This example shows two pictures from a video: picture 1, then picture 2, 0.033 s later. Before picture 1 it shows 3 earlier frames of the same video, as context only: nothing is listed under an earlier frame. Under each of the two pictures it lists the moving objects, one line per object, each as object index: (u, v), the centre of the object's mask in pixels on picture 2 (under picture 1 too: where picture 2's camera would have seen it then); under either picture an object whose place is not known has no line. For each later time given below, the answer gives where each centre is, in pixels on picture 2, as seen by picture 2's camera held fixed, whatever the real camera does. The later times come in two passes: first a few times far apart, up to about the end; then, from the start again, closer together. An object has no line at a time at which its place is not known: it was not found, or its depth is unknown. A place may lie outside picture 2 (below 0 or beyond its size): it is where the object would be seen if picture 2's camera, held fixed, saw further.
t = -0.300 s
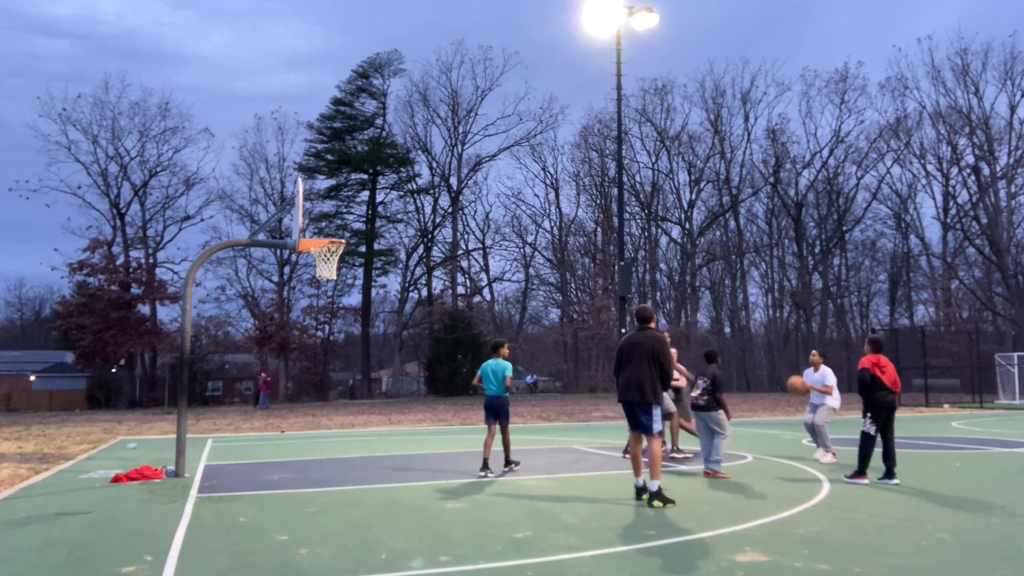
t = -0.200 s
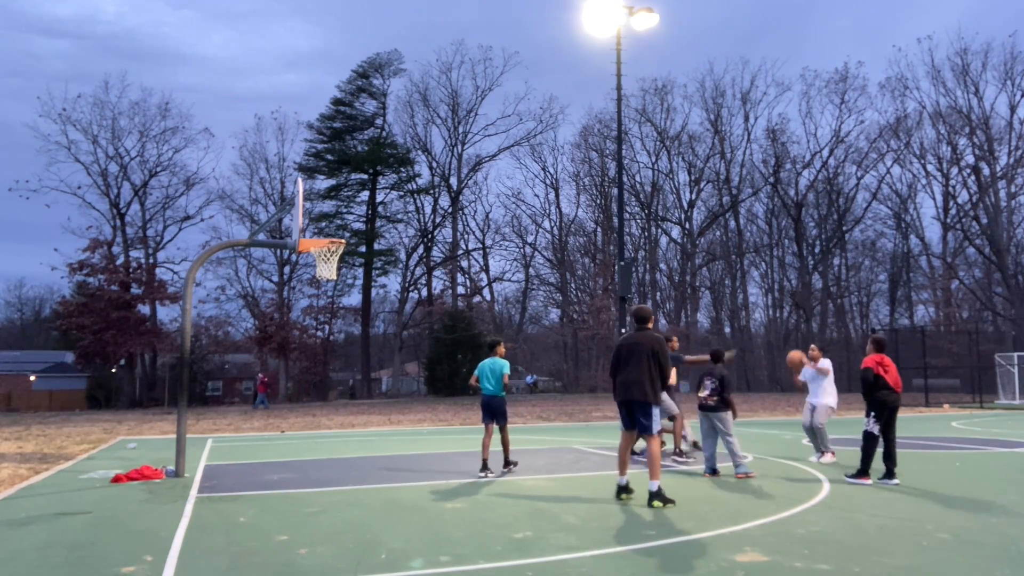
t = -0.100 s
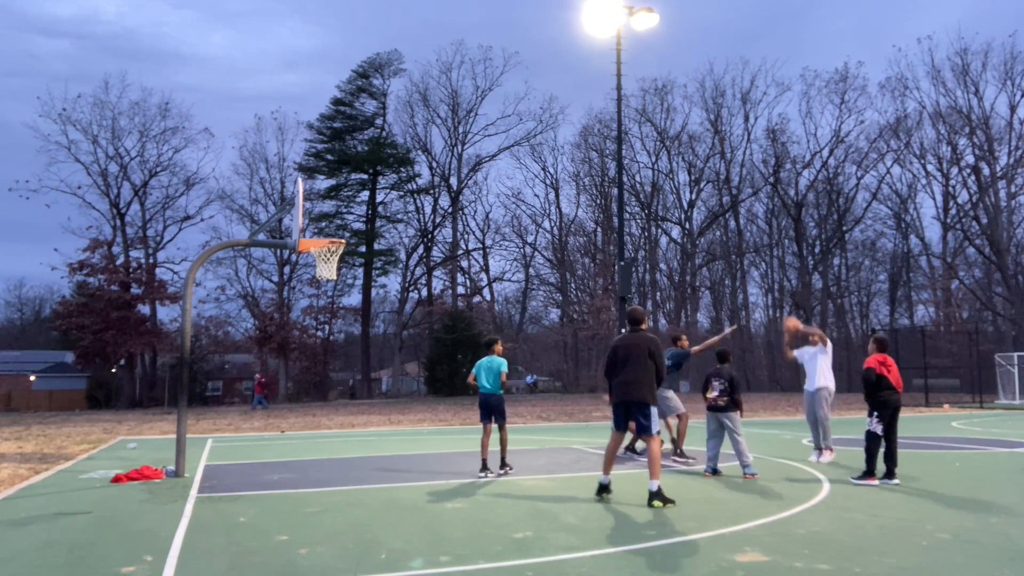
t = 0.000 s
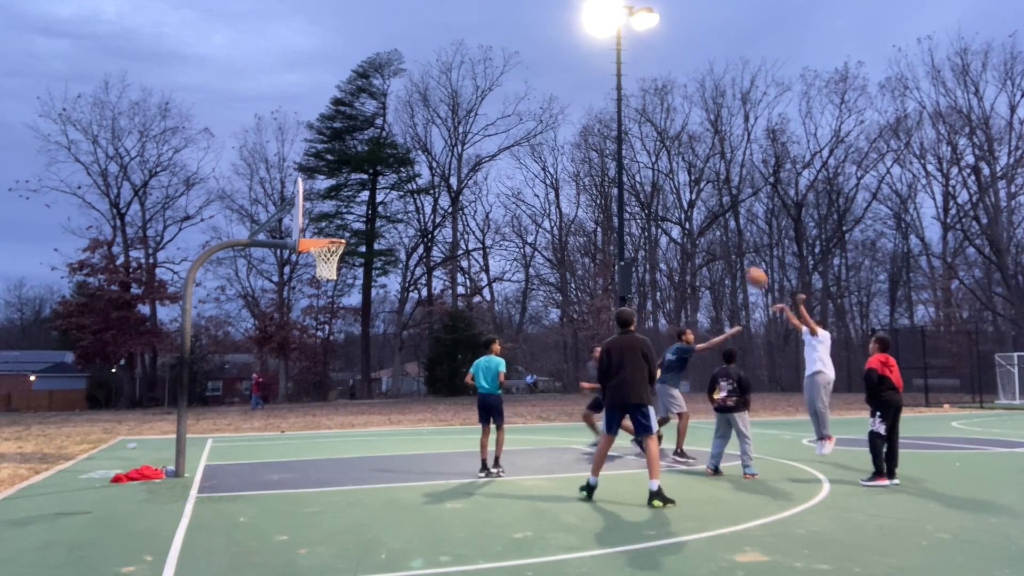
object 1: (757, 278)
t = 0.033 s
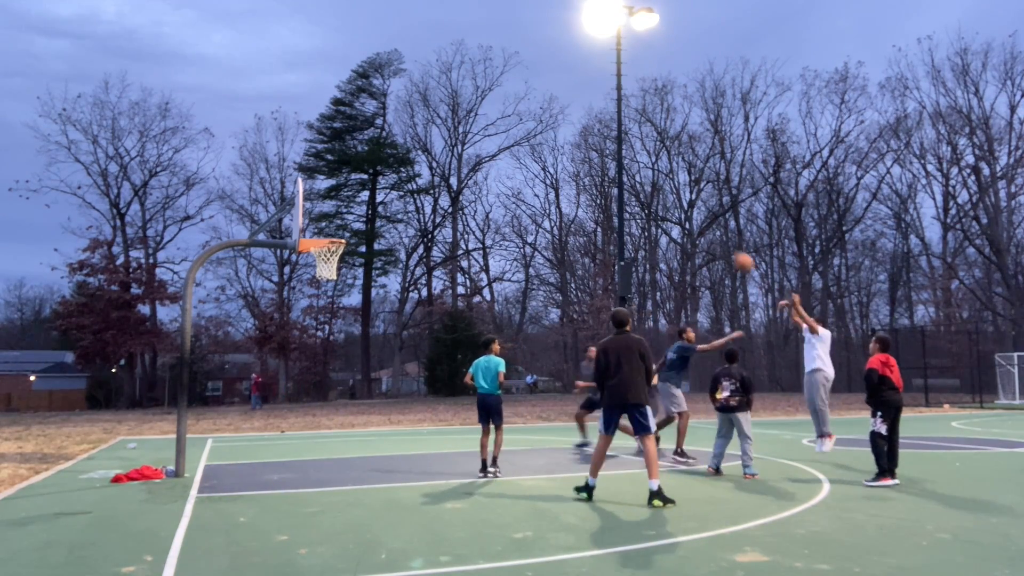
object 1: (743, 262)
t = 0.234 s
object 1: (666, 190)
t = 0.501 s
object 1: (570, 142)
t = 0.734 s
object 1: (487, 139)
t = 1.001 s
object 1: (395, 180)
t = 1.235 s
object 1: (315, 255)
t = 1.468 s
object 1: (309, 292)
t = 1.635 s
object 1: (304, 342)
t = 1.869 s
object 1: (295, 450)
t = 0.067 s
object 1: (731, 248)
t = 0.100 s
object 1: (717, 234)
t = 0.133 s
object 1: (705, 223)
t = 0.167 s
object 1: (692, 211)
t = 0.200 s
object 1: (680, 201)
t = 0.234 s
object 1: (666, 190)
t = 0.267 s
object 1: (655, 182)
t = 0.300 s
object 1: (641, 174)
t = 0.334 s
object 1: (629, 167)
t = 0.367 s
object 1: (618, 161)
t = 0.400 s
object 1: (605, 154)
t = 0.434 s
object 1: (594, 150)
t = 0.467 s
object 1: (581, 145)
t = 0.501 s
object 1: (570, 142)
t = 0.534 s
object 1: (557, 140)
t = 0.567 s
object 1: (546, 137)
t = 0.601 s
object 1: (534, 136)
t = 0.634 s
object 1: (522, 136)
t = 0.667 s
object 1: (511, 136)
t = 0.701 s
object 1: (499, 137)
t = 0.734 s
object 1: (487, 139)
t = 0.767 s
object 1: (475, 142)
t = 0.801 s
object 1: (464, 144)
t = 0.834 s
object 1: (453, 148)
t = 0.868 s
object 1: (441, 153)
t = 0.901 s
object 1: (429, 159)
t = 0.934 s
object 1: (417, 165)
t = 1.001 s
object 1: (395, 180)
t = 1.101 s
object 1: (360, 208)
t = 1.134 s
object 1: (349, 220)
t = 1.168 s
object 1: (337, 230)
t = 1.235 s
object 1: (315, 255)
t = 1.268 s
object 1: (313, 260)
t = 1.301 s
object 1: (313, 263)
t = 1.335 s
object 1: (313, 267)
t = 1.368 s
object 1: (311, 272)
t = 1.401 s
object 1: (311, 279)
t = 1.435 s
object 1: (310, 285)
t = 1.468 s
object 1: (309, 292)
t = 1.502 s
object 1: (308, 300)
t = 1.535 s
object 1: (308, 309)
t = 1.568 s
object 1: (307, 319)
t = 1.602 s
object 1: (306, 331)
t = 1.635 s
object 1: (304, 342)
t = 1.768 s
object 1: (300, 398)
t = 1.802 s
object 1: (298, 414)
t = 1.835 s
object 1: (296, 431)
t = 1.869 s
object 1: (295, 450)
